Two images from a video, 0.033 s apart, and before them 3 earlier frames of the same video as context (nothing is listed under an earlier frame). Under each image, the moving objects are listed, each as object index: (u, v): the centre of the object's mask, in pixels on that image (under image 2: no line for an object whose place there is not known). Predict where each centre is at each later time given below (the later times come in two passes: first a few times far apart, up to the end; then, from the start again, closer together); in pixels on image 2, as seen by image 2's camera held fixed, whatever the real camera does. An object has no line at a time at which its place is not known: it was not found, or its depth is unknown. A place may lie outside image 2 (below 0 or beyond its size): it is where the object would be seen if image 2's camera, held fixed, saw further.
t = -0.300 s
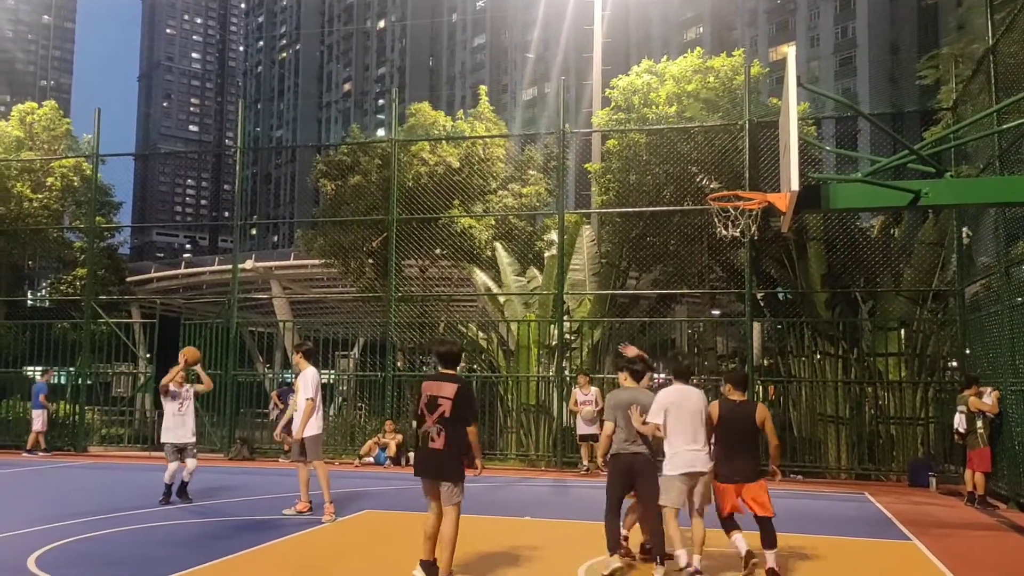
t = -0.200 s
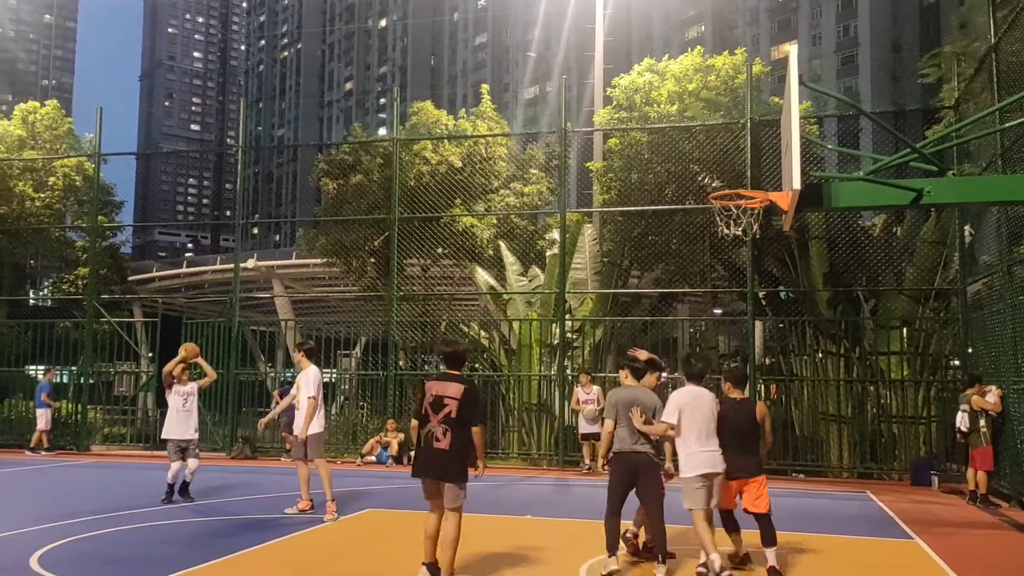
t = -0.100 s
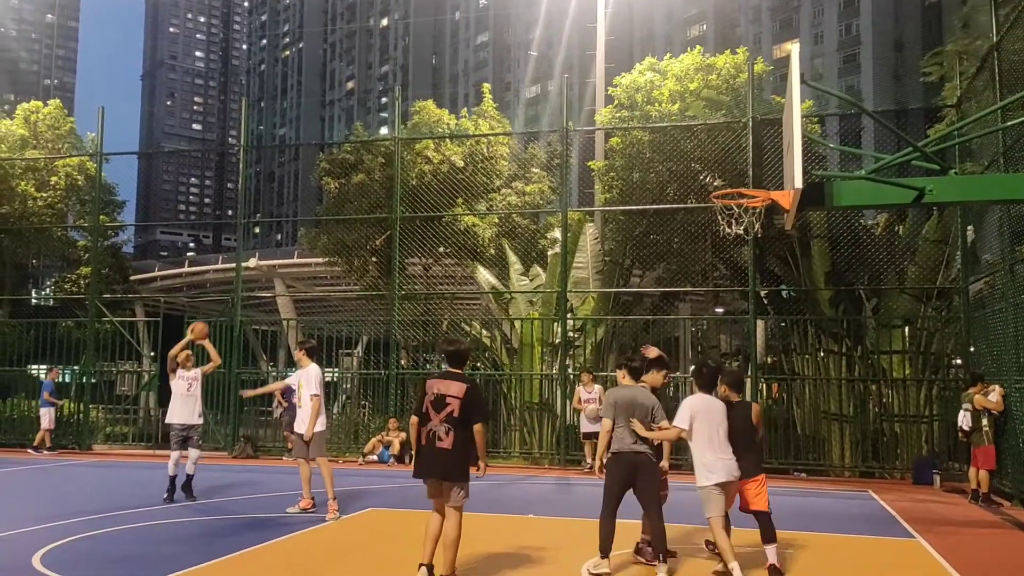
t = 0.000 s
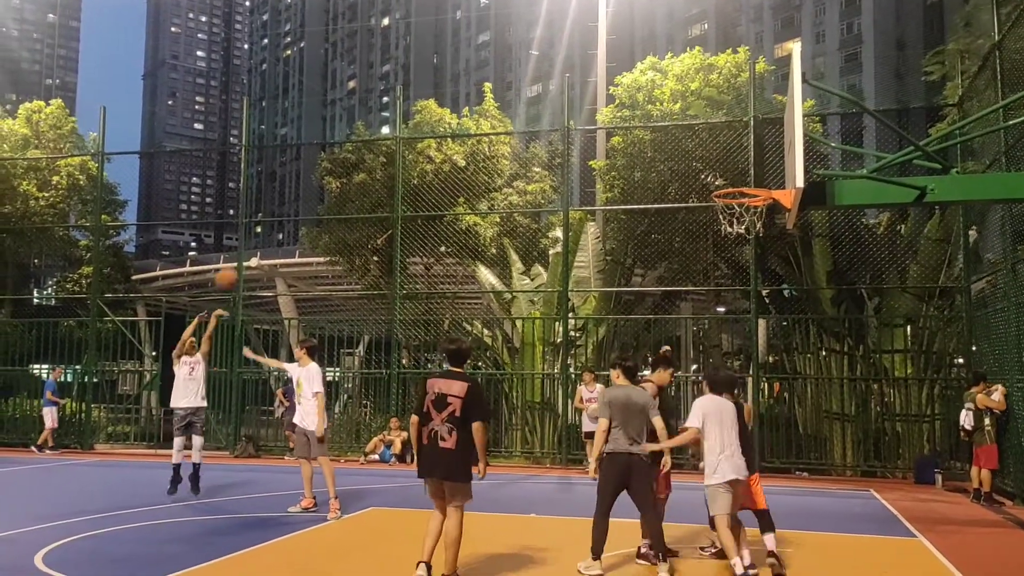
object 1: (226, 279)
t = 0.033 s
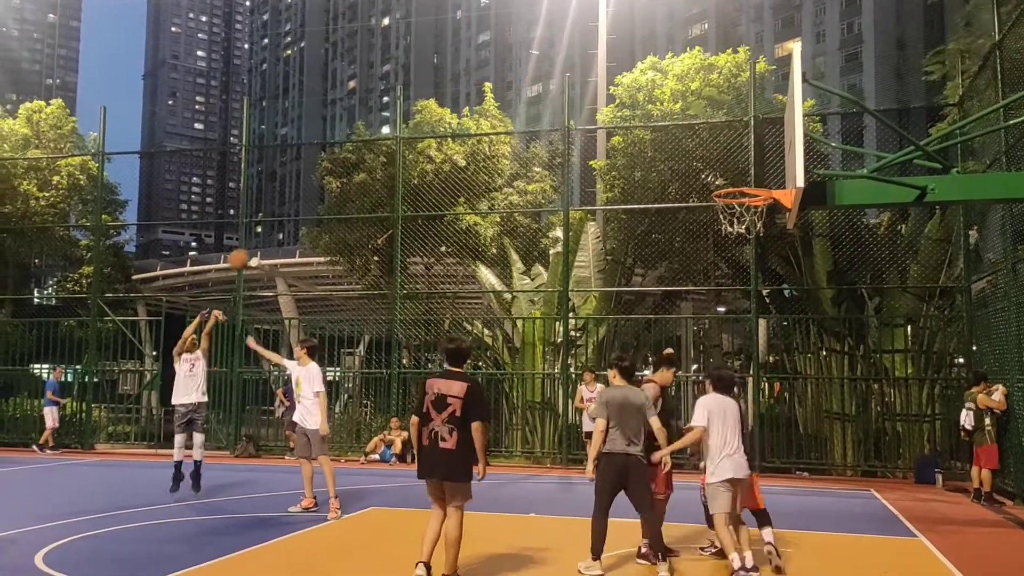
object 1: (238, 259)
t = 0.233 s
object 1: (306, 168)
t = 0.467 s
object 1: (391, 94)
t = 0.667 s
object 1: (469, 63)
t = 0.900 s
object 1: (572, 74)
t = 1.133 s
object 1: (694, 147)
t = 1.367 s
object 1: (768, 250)
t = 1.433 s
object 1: (772, 281)
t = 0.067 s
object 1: (248, 242)
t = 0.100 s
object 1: (260, 226)
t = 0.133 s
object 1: (271, 210)
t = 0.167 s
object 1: (283, 195)
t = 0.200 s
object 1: (294, 180)
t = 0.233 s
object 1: (306, 168)
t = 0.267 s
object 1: (318, 155)
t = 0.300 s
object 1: (329, 143)
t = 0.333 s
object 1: (341, 130)
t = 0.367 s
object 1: (353, 121)
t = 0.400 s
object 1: (365, 111)
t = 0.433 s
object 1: (378, 102)
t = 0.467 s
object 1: (391, 94)
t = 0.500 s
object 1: (403, 87)
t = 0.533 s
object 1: (416, 80)
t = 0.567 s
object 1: (429, 74)
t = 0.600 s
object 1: (442, 69)
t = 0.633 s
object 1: (456, 66)
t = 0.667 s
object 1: (469, 63)
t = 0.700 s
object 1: (483, 61)
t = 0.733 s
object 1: (497, 60)
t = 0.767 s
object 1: (514, 62)
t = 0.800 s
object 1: (526, 62)
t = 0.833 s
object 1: (542, 66)
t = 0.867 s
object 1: (557, 68)
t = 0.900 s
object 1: (572, 74)
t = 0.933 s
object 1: (591, 79)
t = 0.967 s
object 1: (606, 89)
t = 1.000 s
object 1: (624, 98)
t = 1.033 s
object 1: (640, 107)
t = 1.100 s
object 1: (675, 131)
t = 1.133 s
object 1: (694, 147)
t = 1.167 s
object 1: (714, 164)
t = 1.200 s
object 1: (732, 179)
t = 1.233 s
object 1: (754, 207)
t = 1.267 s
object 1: (761, 214)
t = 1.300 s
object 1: (763, 224)
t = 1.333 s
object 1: (765, 236)
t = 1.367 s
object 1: (768, 250)
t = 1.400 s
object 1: (770, 265)
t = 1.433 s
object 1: (772, 281)
